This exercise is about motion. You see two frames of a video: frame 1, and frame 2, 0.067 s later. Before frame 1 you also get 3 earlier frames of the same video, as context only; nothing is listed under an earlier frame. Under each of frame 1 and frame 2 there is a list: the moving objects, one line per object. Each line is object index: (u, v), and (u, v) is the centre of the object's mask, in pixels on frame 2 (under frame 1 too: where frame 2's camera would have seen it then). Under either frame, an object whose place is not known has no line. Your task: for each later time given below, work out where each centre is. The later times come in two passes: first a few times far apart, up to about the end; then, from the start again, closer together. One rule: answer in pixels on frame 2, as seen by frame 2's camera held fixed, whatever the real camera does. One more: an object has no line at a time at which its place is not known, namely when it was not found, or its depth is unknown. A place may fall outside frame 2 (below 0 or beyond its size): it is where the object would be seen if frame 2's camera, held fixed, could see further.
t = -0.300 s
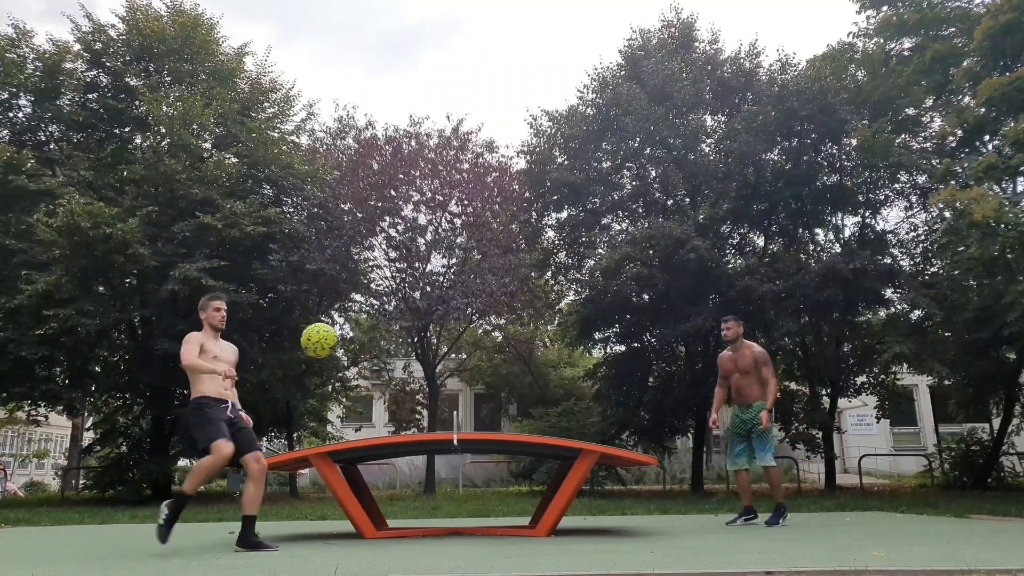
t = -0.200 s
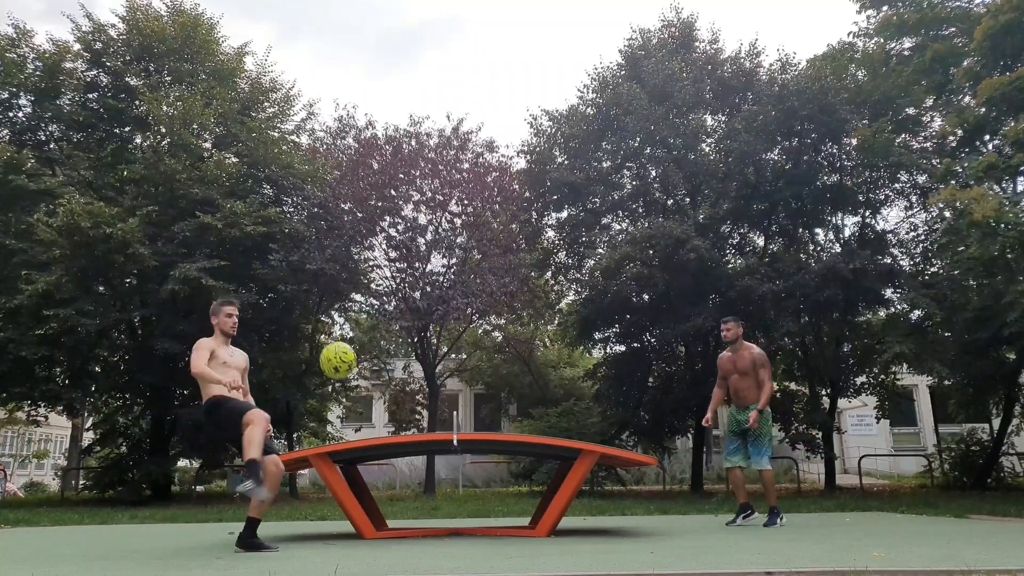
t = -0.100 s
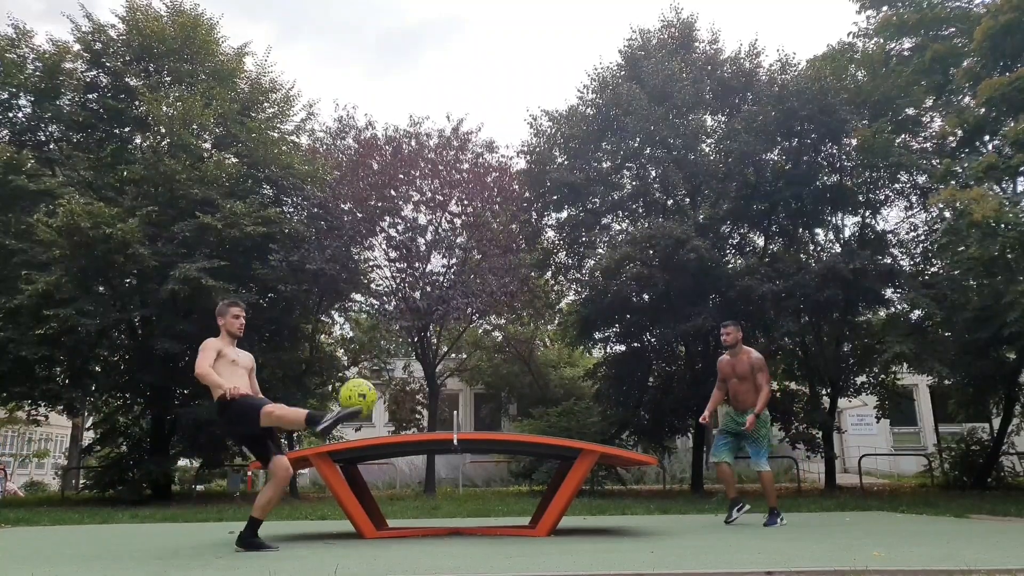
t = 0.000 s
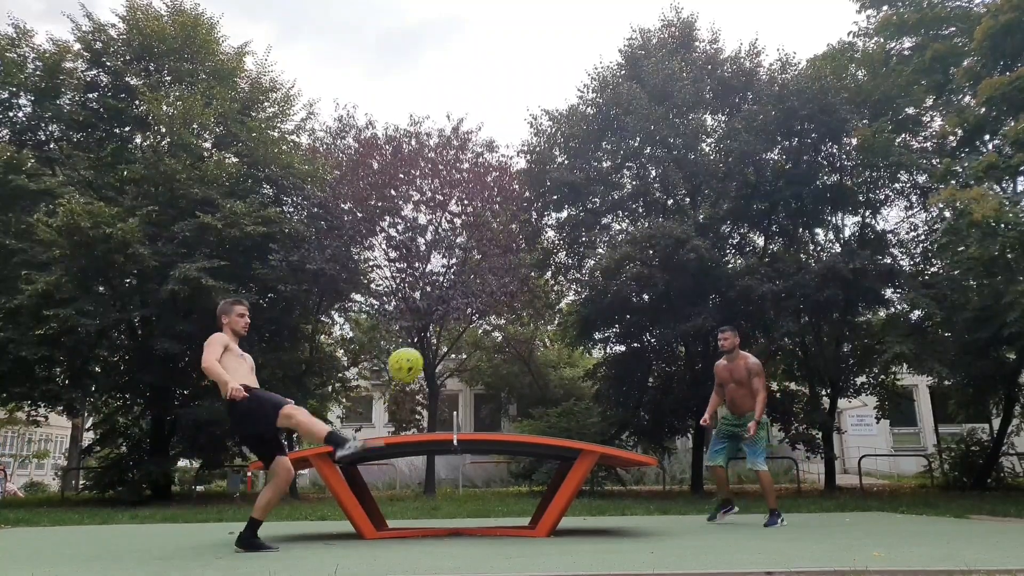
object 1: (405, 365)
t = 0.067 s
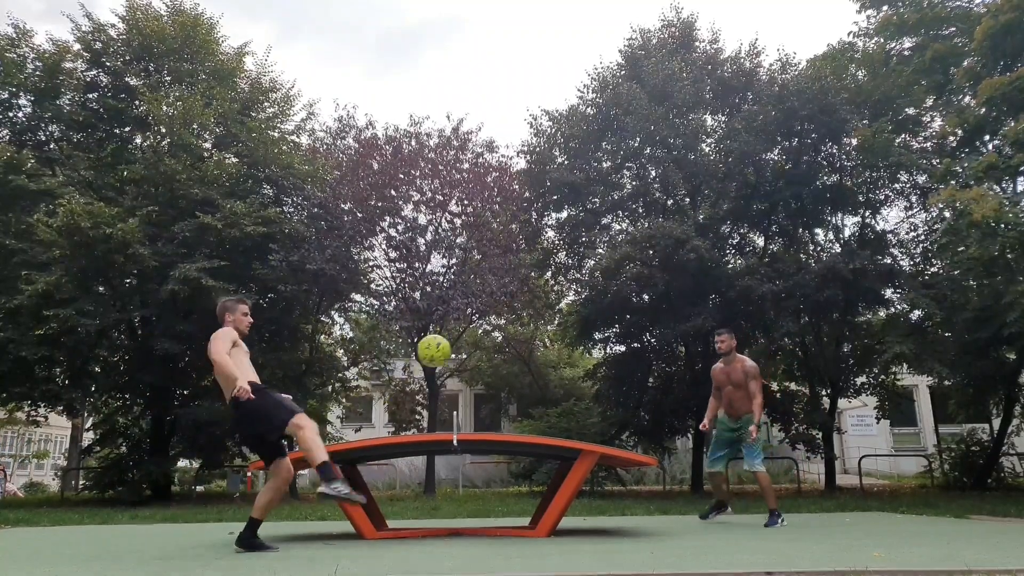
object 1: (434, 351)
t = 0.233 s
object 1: (493, 346)
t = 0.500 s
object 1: (568, 409)
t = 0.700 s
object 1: (610, 415)
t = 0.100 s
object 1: (447, 347)
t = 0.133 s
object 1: (459, 343)
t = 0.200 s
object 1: (482, 344)
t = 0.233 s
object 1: (493, 346)
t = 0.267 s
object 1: (503, 350)
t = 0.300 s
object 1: (513, 355)
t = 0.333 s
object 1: (523, 361)
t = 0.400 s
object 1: (541, 378)
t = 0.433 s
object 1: (550, 387)
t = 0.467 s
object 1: (560, 398)
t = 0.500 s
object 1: (568, 409)
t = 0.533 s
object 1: (577, 422)
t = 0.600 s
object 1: (592, 430)
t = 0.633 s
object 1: (598, 424)
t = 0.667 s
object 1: (604, 419)
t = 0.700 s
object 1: (610, 415)
